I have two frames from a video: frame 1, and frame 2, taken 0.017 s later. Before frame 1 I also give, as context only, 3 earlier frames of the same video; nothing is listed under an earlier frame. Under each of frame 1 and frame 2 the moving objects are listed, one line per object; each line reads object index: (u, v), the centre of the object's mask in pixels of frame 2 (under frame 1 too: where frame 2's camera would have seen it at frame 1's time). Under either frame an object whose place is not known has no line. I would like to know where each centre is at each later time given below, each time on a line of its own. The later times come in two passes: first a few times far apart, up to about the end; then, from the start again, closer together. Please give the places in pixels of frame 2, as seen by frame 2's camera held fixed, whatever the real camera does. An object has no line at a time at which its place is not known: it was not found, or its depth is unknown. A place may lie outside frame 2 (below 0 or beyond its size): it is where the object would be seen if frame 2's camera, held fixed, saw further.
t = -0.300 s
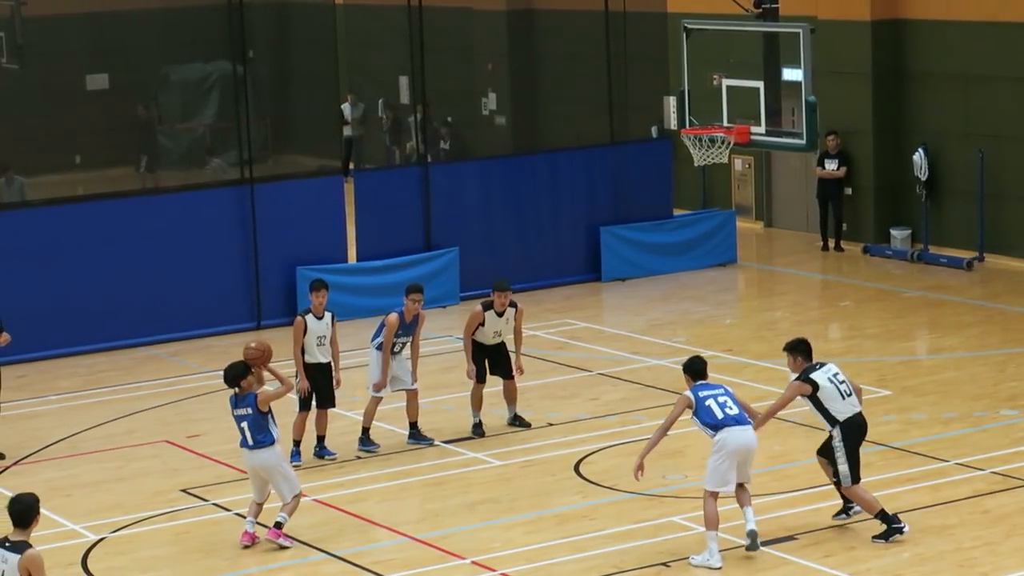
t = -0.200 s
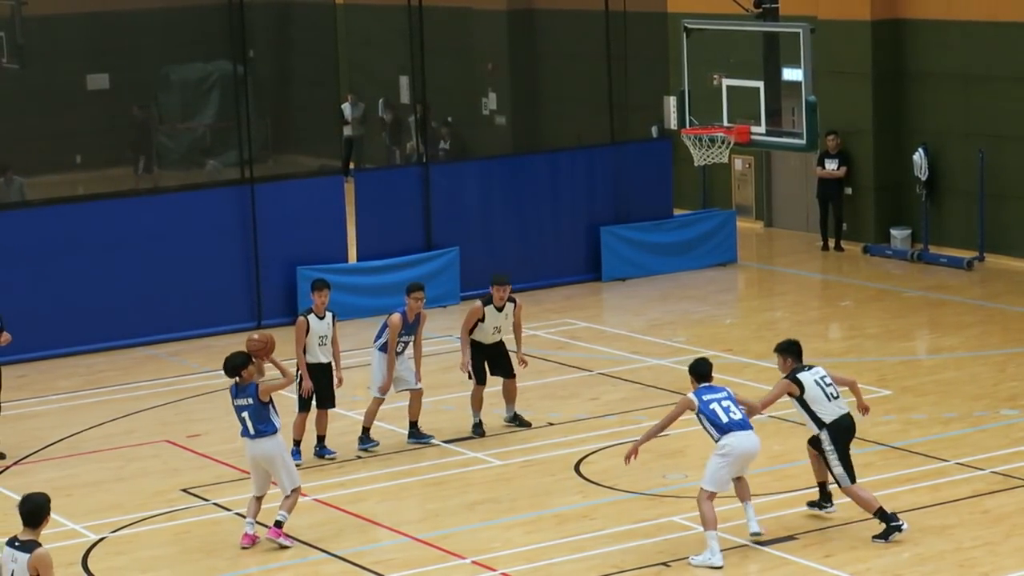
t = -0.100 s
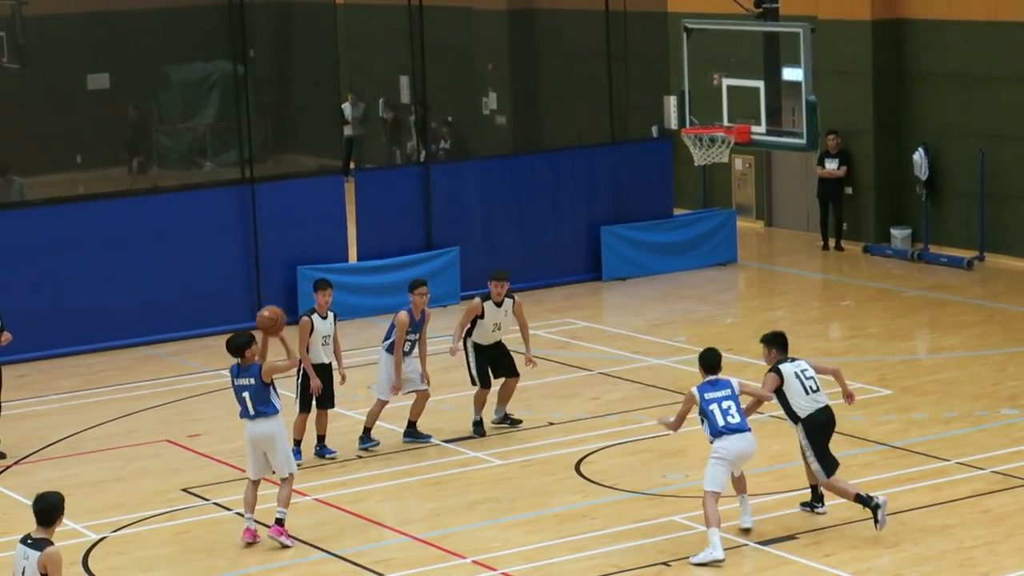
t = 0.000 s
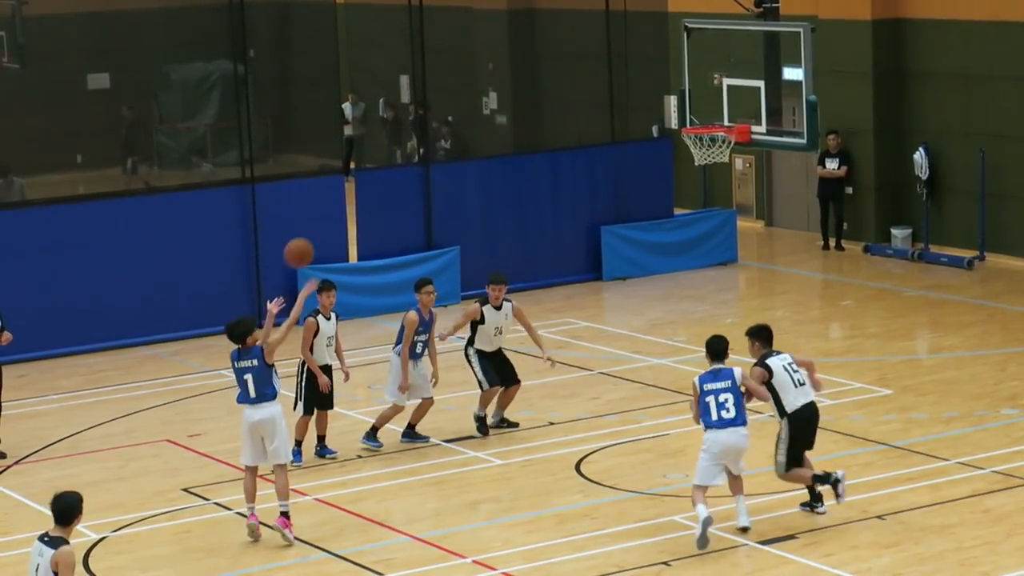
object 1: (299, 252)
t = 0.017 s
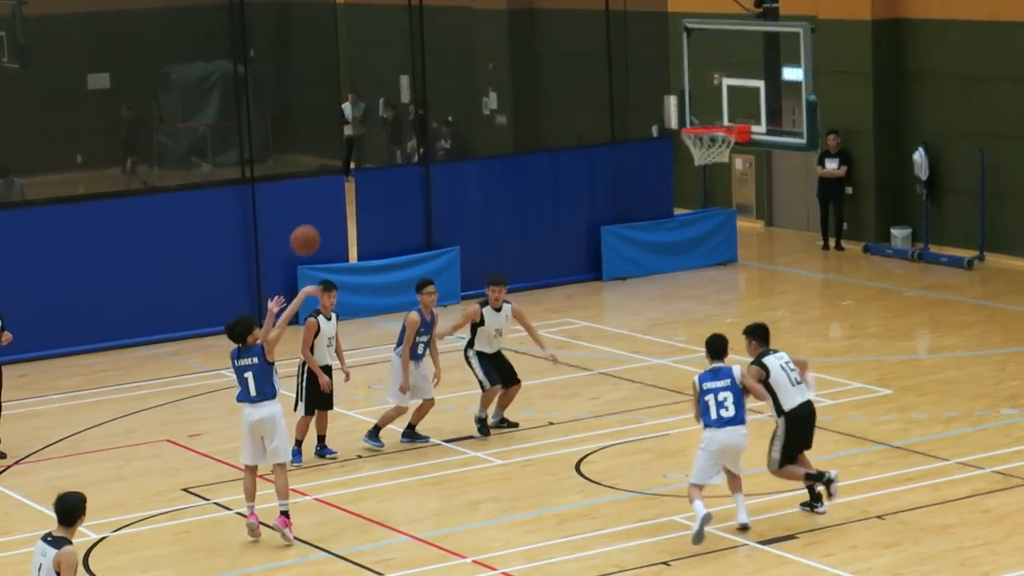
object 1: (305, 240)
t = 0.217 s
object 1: (379, 112)
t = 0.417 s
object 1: (453, 32)
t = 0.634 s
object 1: (531, 7)
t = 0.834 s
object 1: (603, 18)
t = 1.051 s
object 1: (679, 85)
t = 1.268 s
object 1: (735, 103)
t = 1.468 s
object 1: (782, 120)
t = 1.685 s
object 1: (836, 191)
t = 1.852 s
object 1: (878, 288)
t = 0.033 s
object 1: (311, 227)
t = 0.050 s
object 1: (317, 215)
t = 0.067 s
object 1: (323, 203)
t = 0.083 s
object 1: (330, 192)
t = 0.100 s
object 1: (336, 180)
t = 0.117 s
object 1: (342, 169)
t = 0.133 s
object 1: (348, 159)
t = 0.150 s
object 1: (355, 149)
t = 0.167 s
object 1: (361, 139)
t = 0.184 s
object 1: (367, 130)
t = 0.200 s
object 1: (373, 121)
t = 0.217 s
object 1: (379, 112)
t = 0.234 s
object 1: (385, 103)
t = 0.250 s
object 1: (392, 93)
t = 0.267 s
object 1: (398, 87)
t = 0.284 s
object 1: (404, 79)
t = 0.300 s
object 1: (410, 72)
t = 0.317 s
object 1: (416, 66)
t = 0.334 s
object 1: (423, 60)
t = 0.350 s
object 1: (429, 53)
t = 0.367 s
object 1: (435, 48)
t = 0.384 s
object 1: (441, 42)
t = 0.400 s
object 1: (448, 37)
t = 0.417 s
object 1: (453, 32)
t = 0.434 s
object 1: (460, 28)
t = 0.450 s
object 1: (466, 24)
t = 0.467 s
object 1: (472, 20)
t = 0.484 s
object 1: (478, 17)
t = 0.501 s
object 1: (484, 14)
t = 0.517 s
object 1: (490, 12)
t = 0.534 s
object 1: (496, 11)
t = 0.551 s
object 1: (502, 9)
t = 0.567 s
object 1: (508, 8)
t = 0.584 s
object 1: (515, 8)
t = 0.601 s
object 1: (521, 8)
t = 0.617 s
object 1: (524, 7)
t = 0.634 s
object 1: (531, 7)
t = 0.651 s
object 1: (537, 7)
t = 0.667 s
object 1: (544, 7)
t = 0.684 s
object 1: (549, 7)
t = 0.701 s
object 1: (555, 7)
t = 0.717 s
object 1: (561, 8)
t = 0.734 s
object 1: (567, 8)
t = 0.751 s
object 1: (574, 9)
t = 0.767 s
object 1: (579, 10)
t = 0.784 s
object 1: (585, 11)
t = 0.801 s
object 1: (592, 12)
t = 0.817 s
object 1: (598, 14)
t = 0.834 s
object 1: (603, 18)
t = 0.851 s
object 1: (609, 21)
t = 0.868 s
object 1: (615, 25)
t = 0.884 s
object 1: (621, 29)
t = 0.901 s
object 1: (627, 34)
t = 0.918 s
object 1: (633, 38)
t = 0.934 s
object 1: (639, 43)
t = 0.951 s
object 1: (645, 48)
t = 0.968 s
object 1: (651, 54)
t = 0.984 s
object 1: (657, 60)
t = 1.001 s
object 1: (662, 65)
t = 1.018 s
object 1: (668, 72)
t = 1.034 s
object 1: (673, 78)
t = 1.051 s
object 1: (679, 85)
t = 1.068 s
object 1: (685, 91)
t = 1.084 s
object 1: (691, 99)
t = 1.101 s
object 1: (697, 108)
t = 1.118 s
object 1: (702, 115)
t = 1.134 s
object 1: (705, 117)
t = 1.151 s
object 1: (710, 114)
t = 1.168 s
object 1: (712, 113)
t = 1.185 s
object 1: (717, 110)
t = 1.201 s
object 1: (720, 108)
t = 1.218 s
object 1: (724, 107)
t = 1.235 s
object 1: (728, 105)
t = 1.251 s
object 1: (731, 104)
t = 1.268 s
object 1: (735, 103)
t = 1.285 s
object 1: (739, 102)
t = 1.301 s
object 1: (742, 102)
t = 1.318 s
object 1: (746, 103)
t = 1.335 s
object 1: (750, 103)
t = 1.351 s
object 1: (754, 104)
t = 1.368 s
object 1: (758, 106)
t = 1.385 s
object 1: (762, 107)
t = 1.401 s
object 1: (766, 109)
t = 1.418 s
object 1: (770, 111)
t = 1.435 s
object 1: (774, 114)
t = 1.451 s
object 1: (778, 116)
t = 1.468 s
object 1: (782, 120)
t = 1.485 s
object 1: (786, 123)
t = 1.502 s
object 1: (789, 126)
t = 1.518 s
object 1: (793, 130)
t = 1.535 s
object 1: (798, 135)
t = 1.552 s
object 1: (803, 140)
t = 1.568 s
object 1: (807, 144)
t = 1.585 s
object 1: (811, 150)
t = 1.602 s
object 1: (815, 155)
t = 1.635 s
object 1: (823, 169)
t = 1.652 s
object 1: (827, 176)
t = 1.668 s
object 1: (831, 183)
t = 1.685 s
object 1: (836, 191)
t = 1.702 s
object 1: (840, 199)
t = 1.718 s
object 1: (844, 207)
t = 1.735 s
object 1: (848, 216)
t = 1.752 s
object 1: (853, 224)
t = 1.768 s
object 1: (857, 233)
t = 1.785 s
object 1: (861, 243)
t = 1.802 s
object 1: (865, 253)
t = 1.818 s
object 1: (869, 264)
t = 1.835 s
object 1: (873, 276)
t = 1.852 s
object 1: (878, 288)
